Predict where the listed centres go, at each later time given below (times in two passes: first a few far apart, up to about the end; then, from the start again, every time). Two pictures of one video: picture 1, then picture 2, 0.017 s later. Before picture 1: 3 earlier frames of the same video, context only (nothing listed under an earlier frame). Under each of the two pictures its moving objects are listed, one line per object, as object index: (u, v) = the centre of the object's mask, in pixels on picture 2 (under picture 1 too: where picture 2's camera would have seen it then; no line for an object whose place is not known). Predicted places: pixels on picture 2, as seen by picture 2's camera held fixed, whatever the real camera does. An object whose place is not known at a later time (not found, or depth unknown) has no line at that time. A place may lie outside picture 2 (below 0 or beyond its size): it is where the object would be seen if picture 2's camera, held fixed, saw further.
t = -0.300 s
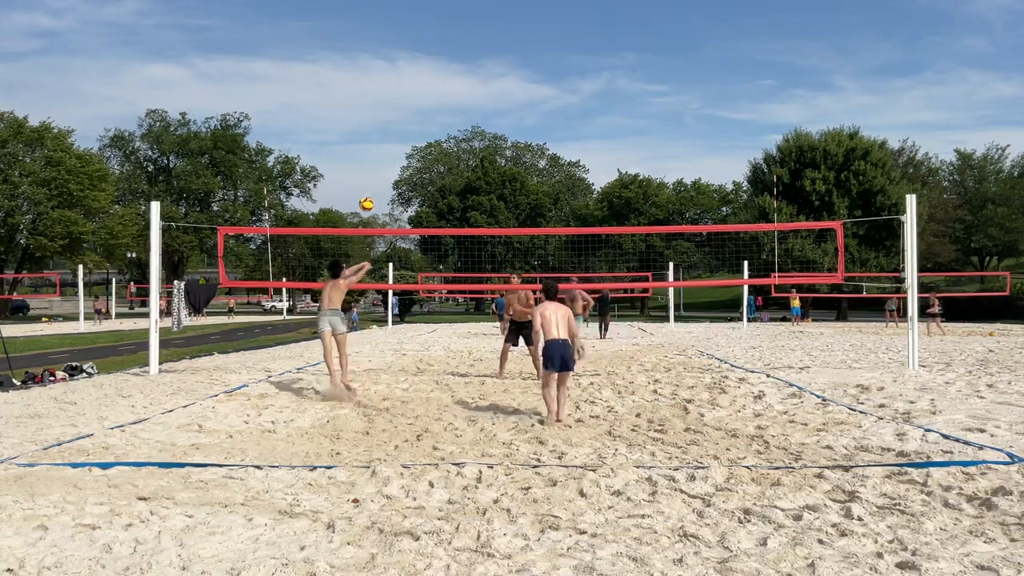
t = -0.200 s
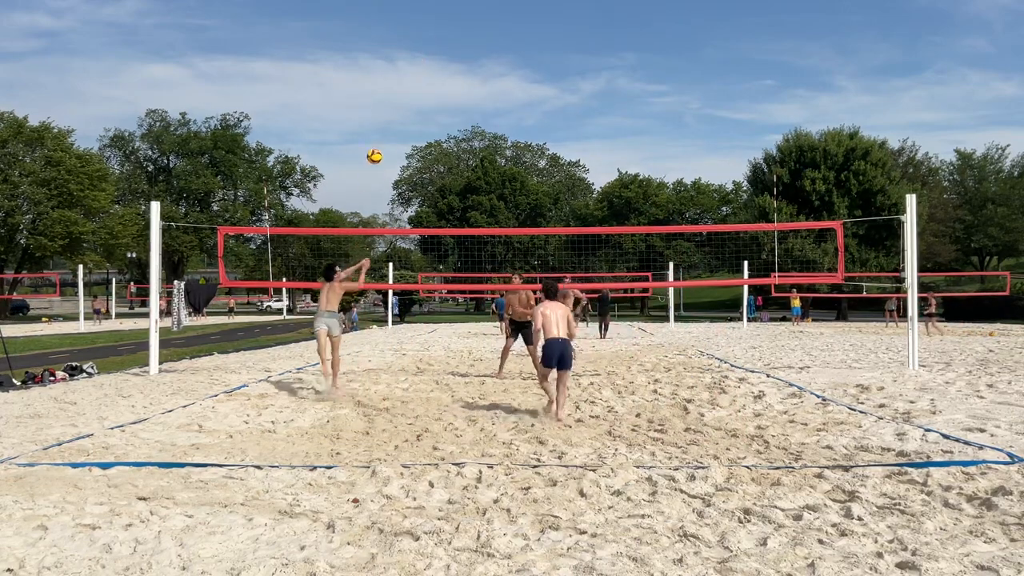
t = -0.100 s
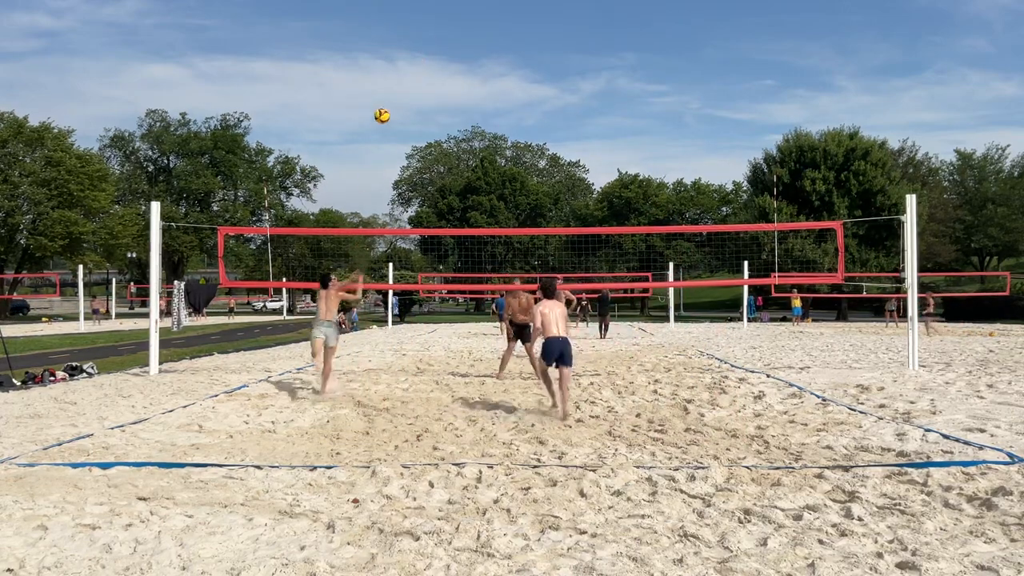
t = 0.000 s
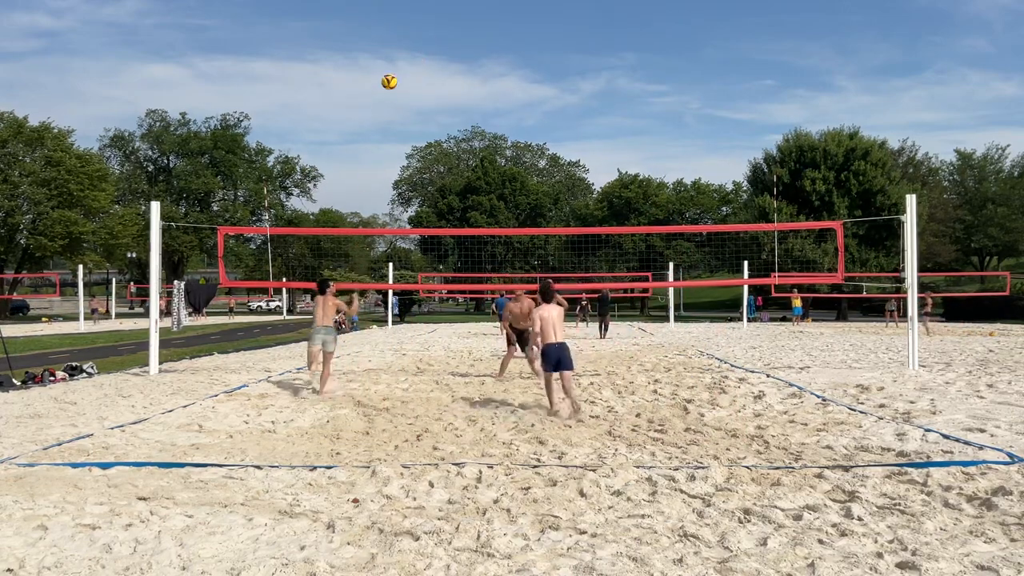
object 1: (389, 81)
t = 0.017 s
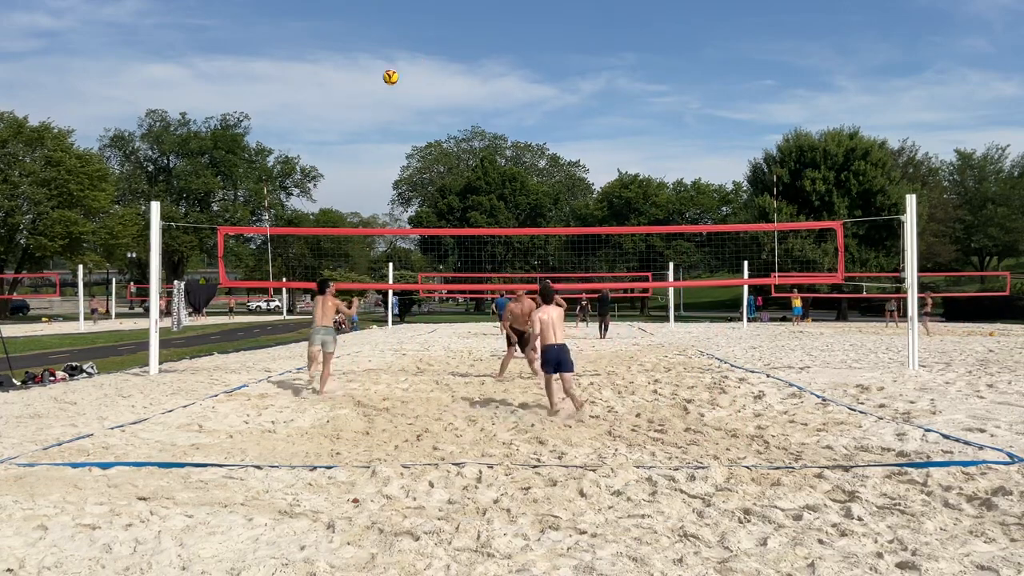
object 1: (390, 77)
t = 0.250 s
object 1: (408, 27)
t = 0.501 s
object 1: (430, 18)
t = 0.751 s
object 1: (453, 57)
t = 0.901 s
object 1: (468, 104)
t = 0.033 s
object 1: (392, 72)
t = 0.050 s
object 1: (393, 67)
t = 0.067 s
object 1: (394, 63)
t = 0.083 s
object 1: (395, 59)
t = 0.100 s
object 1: (396, 55)
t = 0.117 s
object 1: (398, 51)
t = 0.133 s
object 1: (399, 47)
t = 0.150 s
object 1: (401, 44)
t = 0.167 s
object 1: (402, 40)
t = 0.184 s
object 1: (403, 37)
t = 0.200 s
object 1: (405, 35)
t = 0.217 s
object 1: (406, 32)
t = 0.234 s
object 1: (407, 29)
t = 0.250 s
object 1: (408, 27)
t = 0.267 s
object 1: (410, 25)
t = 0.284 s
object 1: (411, 23)
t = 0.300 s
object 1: (413, 22)
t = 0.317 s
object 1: (414, 20)
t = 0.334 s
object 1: (416, 19)
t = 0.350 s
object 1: (417, 18)
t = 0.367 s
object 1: (418, 17)
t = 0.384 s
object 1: (420, 17)
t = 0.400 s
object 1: (421, 16)
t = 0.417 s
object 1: (423, 16)
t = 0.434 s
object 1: (424, 16)
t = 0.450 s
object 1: (426, 16)
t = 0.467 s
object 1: (427, 17)
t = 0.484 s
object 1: (428, 17)
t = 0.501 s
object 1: (430, 18)
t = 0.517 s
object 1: (431, 19)
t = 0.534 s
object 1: (433, 20)
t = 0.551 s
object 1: (434, 22)
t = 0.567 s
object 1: (436, 23)
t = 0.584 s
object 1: (437, 25)
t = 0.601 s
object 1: (439, 27)
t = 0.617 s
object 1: (440, 30)
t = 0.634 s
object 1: (442, 33)
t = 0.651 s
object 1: (443, 35)
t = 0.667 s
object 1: (445, 38)
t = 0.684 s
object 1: (446, 42)
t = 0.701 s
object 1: (448, 45)
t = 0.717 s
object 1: (449, 49)
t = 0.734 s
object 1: (451, 53)
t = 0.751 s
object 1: (453, 57)
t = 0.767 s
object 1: (455, 61)
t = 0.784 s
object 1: (456, 66)
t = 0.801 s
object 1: (458, 70)
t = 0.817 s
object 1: (459, 75)
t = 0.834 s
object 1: (461, 80)
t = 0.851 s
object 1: (463, 86)
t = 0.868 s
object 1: (464, 92)
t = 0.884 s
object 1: (466, 98)
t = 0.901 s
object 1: (468, 104)
